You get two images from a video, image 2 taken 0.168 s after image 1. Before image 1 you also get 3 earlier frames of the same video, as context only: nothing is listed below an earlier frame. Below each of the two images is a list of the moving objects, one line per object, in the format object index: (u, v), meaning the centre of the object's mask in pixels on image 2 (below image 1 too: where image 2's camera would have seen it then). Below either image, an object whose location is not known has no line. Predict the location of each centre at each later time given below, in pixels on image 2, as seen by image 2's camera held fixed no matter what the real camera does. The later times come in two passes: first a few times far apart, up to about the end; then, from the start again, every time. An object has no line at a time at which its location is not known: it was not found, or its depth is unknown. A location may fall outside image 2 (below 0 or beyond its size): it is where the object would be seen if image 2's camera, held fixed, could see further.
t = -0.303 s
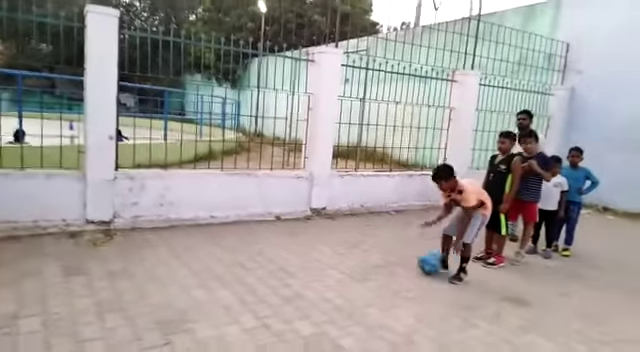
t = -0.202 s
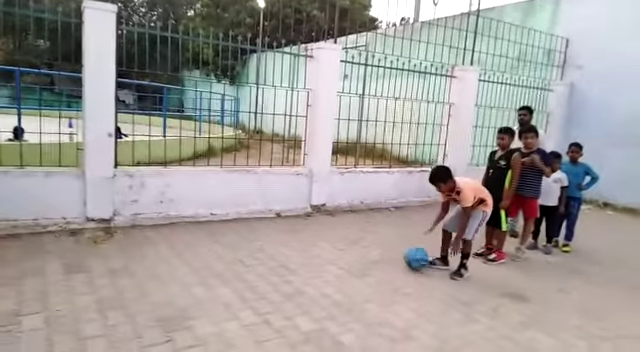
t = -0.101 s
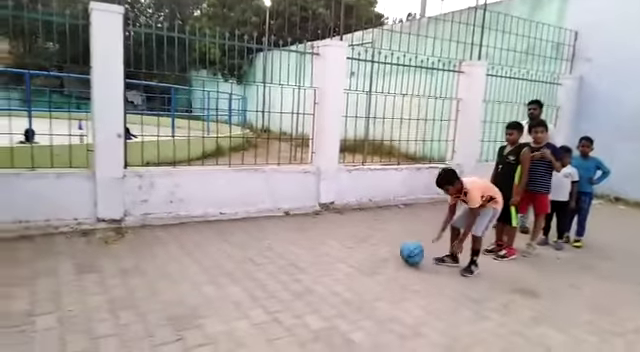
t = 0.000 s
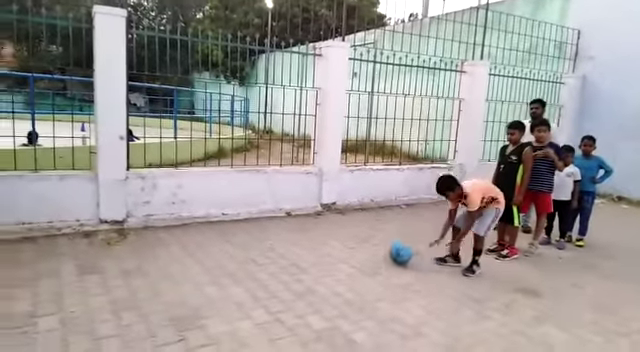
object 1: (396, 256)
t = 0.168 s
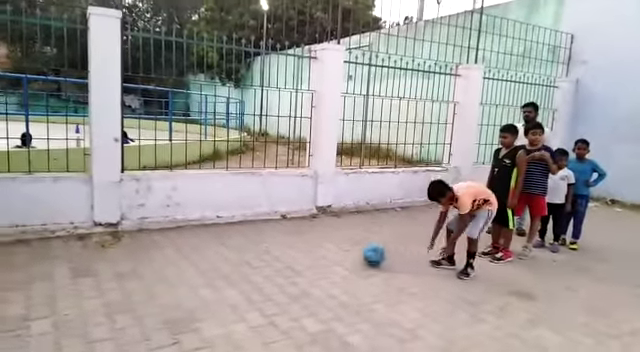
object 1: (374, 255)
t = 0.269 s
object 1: (362, 253)
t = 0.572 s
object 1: (328, 253)
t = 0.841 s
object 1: (299, 250)
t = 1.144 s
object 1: (268, 247)
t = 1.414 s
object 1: (242, 247)
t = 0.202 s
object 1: (370, 254)
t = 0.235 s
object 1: (366, 253)
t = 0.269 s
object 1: (362, 253)
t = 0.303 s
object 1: (358, 252)
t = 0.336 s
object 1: (355, 253)
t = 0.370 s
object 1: (351, 252)
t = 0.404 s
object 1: (348, 251)
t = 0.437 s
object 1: (344, 252)
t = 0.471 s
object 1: (340, 251)
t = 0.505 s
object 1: (336, 252)
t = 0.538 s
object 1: (333, 252)
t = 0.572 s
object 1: (328, 253)
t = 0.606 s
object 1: (325, 252)
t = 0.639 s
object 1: (320, 253)
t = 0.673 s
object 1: (316, 252)
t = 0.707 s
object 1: (312, 252)
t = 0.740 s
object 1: (309, 252)
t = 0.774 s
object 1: (306, 251)
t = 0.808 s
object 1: (303, 250)
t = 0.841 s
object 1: (299, 250)
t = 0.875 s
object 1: (294, 250)
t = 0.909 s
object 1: (291, 249)
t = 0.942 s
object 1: (288, 249)
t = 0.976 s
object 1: (285, 249)
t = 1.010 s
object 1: (282, 248)
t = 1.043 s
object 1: (277, 248)
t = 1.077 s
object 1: (274, 248)
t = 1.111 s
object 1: (271, 248)
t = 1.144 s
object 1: (268, 247)
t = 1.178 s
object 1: (265, 247)
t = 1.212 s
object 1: (261, 247)
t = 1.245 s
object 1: (258, 247)
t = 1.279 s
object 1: (254, 247)
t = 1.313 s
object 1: (251, 247)
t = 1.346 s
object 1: (248, 247)
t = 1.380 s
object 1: (244, 247)
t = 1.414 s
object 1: (242, 247)
